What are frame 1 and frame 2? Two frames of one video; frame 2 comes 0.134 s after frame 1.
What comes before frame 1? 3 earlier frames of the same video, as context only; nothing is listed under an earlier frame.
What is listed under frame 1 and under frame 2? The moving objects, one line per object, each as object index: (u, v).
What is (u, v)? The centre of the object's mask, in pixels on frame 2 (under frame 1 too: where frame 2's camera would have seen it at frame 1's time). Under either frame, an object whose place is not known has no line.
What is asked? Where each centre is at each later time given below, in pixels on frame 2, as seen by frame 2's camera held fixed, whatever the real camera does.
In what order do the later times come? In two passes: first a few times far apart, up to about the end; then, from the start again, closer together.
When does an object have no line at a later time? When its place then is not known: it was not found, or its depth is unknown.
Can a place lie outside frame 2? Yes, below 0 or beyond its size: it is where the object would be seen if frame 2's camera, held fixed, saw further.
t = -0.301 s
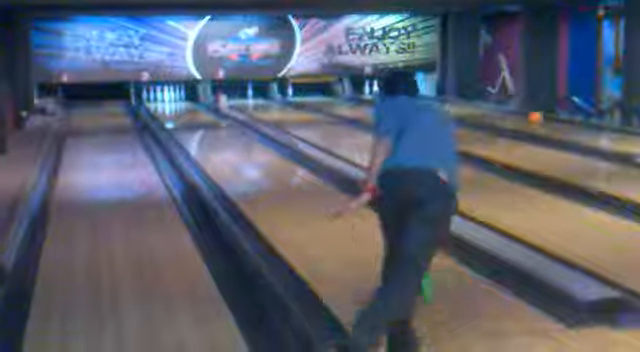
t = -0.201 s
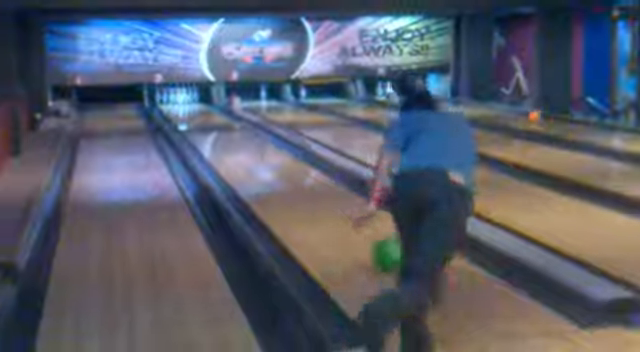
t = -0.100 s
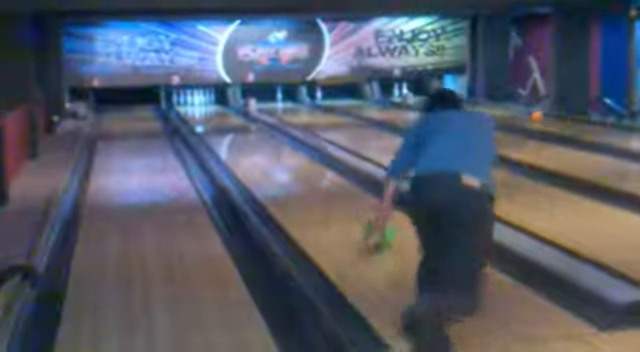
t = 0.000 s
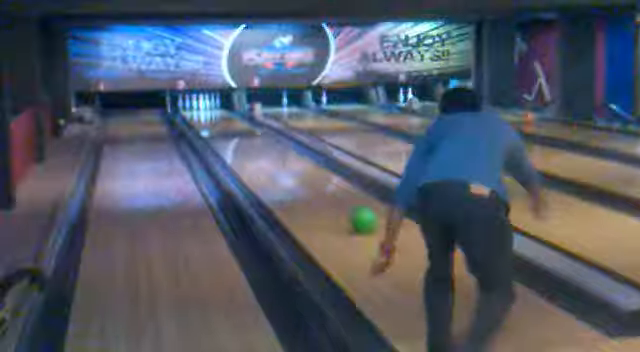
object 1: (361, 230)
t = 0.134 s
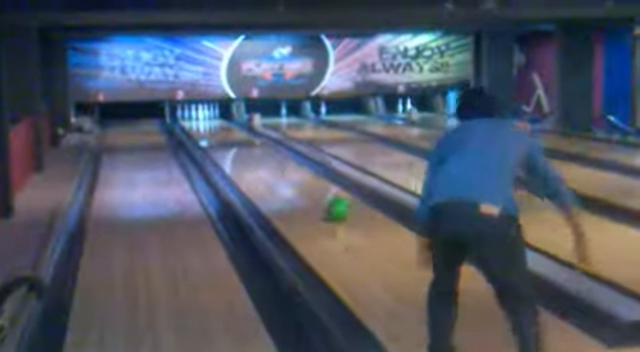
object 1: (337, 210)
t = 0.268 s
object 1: (321, 195)
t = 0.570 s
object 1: (291, 171)
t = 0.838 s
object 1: (274, 160)
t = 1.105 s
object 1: (258, 145)
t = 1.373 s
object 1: (248, 135)
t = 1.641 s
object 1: (241, 128)
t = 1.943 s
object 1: (235, 123)
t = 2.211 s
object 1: (232, 119)
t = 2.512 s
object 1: (227, 116)
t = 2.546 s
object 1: (227, 116)
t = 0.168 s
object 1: (333, 206)
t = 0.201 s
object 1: (328, 202)
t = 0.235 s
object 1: (324, 200)
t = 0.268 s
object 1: (321, 195)
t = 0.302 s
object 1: (316, 194)
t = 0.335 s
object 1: (312, 188)
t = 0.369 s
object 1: (311, 187)
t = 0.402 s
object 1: (307, 183)
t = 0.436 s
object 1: (305, 183)
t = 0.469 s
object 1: (299, 178)
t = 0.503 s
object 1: (296, 176)
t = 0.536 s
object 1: (292, 173)
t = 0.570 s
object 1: (291, 171)
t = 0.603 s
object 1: (288, 170)
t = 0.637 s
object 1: (284, 166)
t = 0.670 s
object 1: (282, 163)
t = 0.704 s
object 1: (281, 162)
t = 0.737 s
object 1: (280, 162)
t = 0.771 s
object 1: (279, 161)
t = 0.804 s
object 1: (277, 160)
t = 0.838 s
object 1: (274, 160)
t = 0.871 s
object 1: (273, 159)
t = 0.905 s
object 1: (272, 159)
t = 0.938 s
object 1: (266, 150)
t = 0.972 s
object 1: (265, 149)
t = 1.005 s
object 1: (263, 148)
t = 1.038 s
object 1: (261, 148)
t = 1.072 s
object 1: (261, 147)
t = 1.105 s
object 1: (258, 145)
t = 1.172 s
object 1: (254, 141)
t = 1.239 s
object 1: (251, 139)
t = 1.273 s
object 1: (250, 138)
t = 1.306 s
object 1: (249, 136)
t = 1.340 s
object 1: (249, 136)
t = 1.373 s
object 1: (248, 135)
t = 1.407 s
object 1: (247, 135)
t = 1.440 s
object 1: (243, 130)
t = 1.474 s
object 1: (243, 130)
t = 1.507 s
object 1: (243, 130)
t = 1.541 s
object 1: (242, 130)
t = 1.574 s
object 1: (242, 131)
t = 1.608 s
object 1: (241, 129)
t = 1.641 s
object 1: (241, 128)
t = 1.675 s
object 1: (240, 127)
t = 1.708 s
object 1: (240, 126)
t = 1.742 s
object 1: (239, 126)
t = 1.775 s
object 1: (239, 126)
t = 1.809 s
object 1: (239, 125)
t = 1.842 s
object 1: (236, 125)
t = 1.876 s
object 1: (238, 124)
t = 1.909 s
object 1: (238, 124)
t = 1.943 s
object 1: (235, 123)
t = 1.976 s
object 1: (234, 121)
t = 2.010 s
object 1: (233, 121)
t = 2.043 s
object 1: (233, 120)
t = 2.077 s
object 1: (233, 120)
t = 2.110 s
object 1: (233, 119)
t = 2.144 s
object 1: (232, 119)
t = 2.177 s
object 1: (232, 119)
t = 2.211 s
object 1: (232, 119)
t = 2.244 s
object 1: (232, 119)
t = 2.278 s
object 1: (231, 119)
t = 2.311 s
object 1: (230, 118)
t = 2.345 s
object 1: (230, 120)
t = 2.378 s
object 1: (230, 118)
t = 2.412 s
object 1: (229, 117)
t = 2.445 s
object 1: (228, 117)
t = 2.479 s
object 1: (228, 117)
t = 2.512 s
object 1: (227, 116)
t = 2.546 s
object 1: (227, 116)
